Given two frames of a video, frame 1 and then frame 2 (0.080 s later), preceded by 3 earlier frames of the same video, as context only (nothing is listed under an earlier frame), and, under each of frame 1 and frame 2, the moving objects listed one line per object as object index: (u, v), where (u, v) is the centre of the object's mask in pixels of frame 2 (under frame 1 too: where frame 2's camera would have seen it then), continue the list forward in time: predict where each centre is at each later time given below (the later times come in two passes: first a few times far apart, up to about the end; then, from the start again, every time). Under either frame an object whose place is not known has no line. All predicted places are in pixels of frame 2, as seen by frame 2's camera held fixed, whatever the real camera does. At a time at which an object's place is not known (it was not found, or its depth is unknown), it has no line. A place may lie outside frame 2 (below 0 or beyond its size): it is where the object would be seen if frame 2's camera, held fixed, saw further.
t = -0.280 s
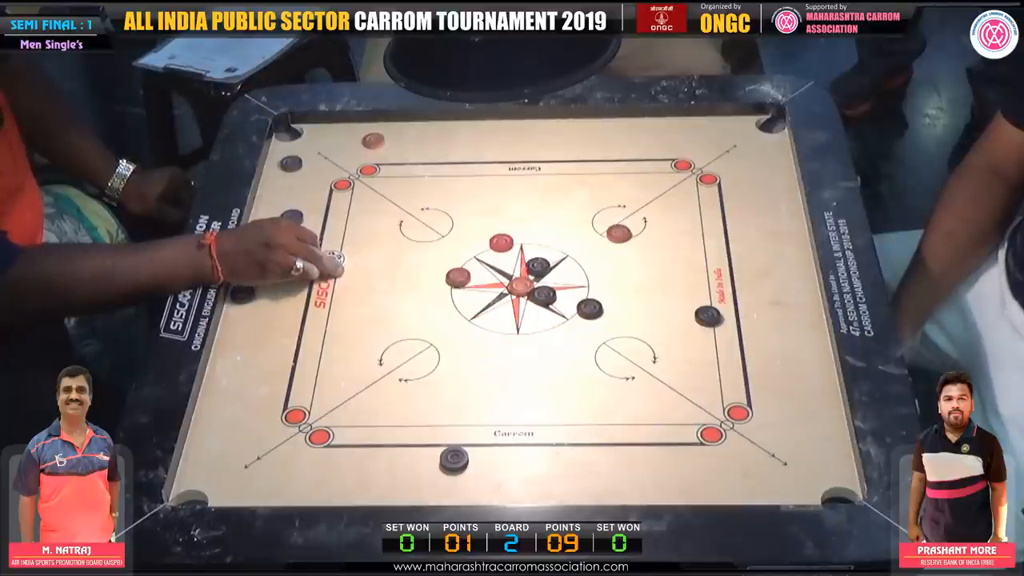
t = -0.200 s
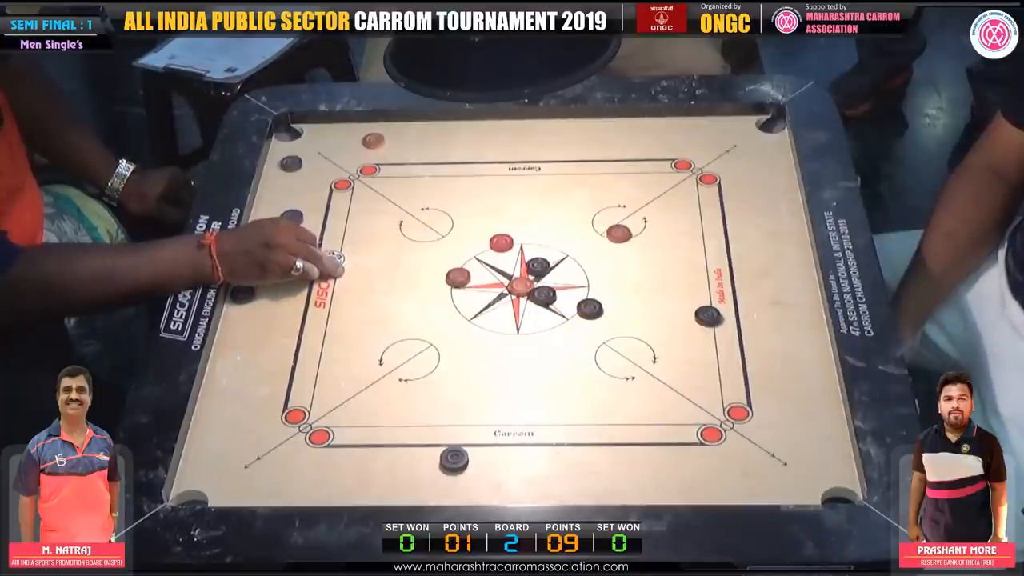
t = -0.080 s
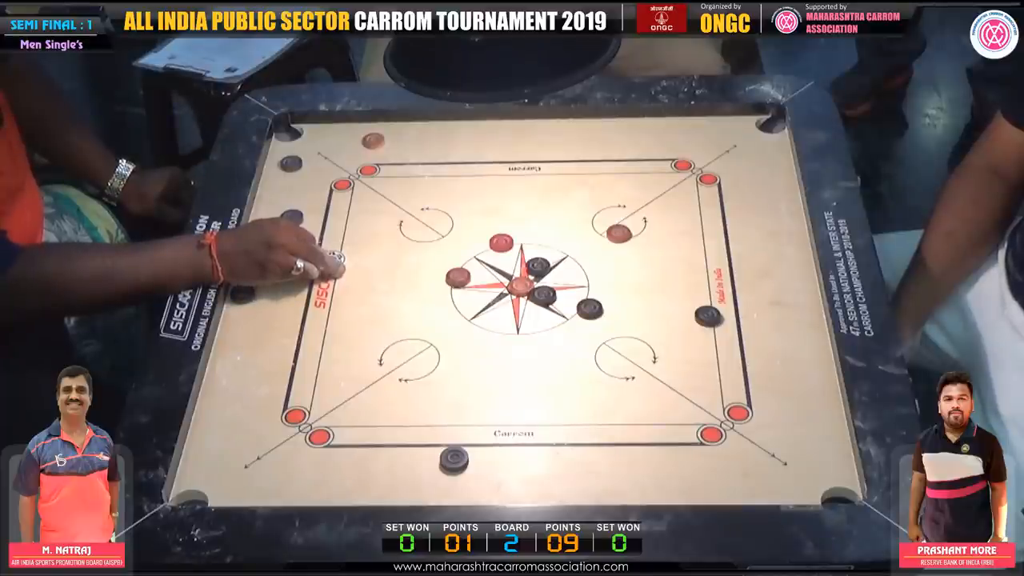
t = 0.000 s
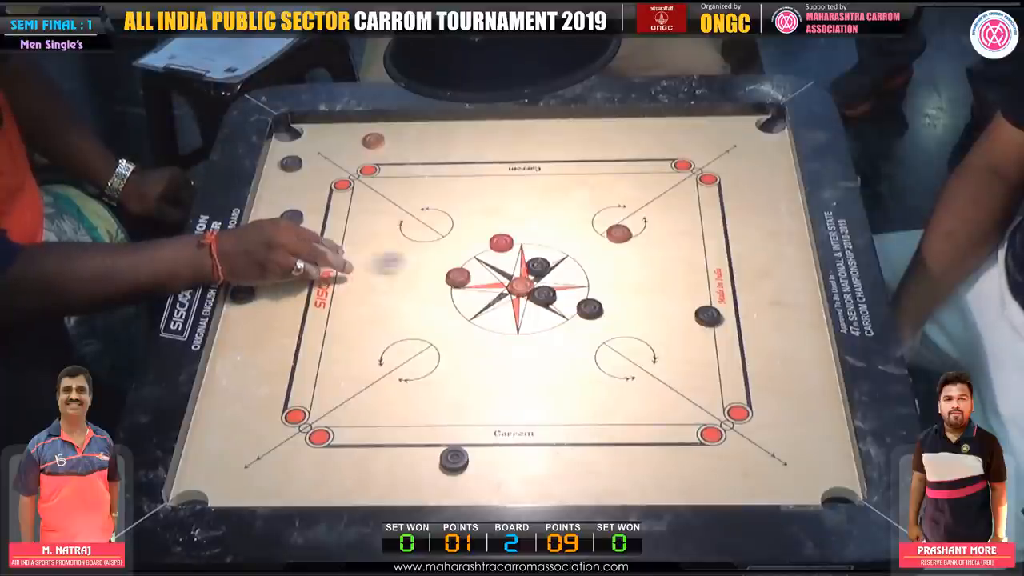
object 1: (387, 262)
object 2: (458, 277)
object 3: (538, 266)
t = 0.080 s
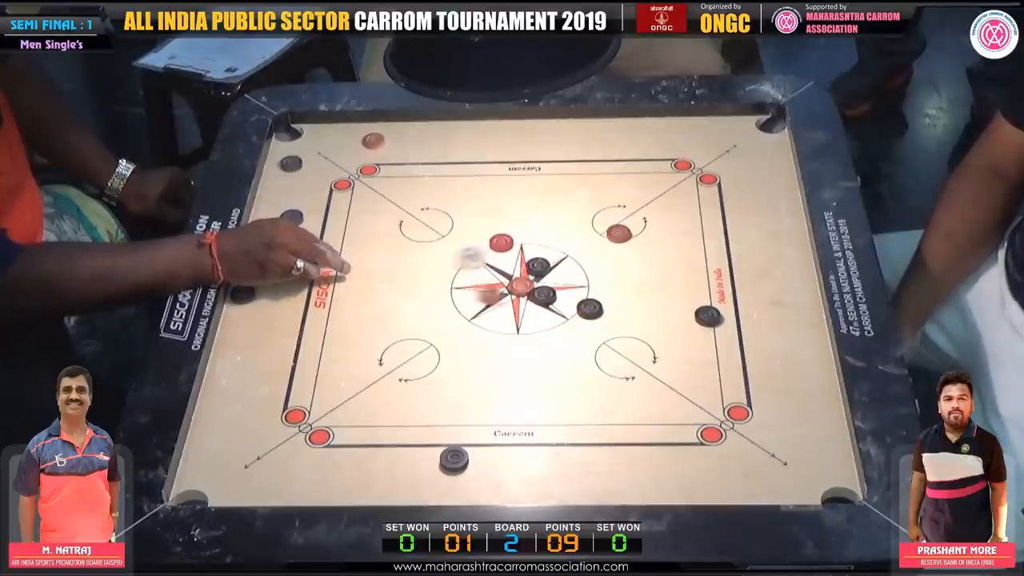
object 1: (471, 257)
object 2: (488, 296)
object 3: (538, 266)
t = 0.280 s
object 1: (544, 248)
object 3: (586, 285)
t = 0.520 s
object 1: (569, 242)
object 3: (640, 306)
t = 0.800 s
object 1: (570, 242)
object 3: (646, 308)
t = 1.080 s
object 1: (570, 242)
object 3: (646, 308)
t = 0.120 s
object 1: (494, 254)
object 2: (522, 314)
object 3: (538, 266)
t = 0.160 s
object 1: (513, 254)
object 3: (538, 266)
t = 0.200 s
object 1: (524, 252)
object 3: (555, 273)
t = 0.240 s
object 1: (537, 251)
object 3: (572, 280)
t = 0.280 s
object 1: (544, 248)
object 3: (586, 285)
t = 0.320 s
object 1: (550, 247)
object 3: (599, 290)
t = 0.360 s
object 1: (556, 245)
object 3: (611, 295)
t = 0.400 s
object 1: (561, 244)
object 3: (620, 299)
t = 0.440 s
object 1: (564, 243)
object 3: (629, 302)
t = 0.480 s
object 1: (567, 242)
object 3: (635, 304)
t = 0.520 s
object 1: (569, 242)
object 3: (640, 306)
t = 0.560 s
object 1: (570, 242)
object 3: (644, 307)
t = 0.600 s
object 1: (570, 242)
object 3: (646, 308)
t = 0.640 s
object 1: (570, 242)
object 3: (646, 308)
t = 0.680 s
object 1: (571, 242)
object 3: (646, 308)
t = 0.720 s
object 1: (570, 242)
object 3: (646, 308)
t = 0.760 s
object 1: (570, 242)
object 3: (646, 308)
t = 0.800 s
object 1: (570, 242)
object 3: (646, 308)
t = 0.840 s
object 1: (570, 242)
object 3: (646, 308)
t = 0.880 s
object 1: (570, 242)
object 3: (646, 308)
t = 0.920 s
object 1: (570, 242)
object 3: (646, 308)
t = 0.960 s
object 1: (570, 242)
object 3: (646, 308)
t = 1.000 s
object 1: (570, 242)
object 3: (646, 308)
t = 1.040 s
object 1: (570, 242)
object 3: (646, 308)
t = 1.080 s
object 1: (570, 242)
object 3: (646, 308)
